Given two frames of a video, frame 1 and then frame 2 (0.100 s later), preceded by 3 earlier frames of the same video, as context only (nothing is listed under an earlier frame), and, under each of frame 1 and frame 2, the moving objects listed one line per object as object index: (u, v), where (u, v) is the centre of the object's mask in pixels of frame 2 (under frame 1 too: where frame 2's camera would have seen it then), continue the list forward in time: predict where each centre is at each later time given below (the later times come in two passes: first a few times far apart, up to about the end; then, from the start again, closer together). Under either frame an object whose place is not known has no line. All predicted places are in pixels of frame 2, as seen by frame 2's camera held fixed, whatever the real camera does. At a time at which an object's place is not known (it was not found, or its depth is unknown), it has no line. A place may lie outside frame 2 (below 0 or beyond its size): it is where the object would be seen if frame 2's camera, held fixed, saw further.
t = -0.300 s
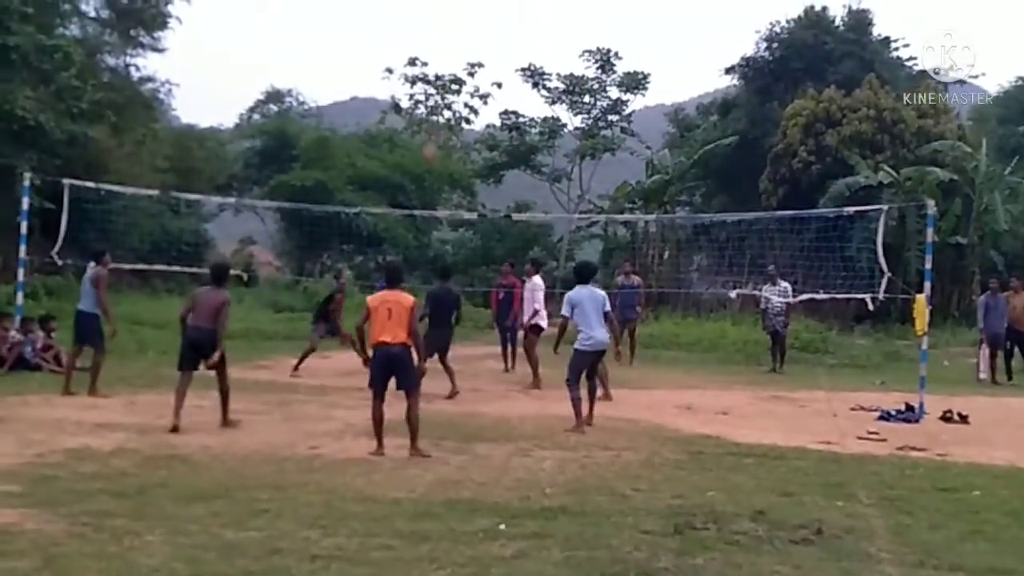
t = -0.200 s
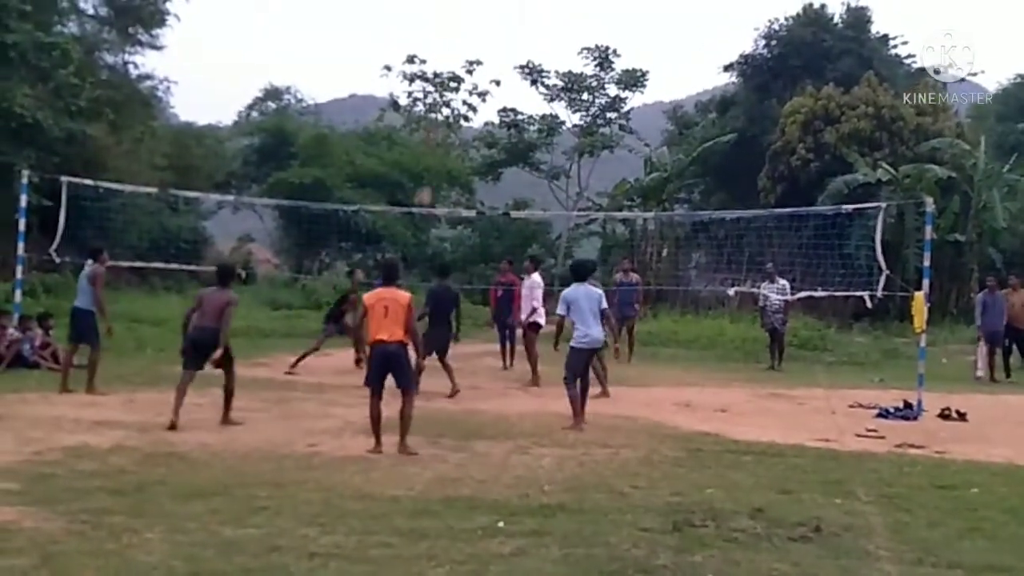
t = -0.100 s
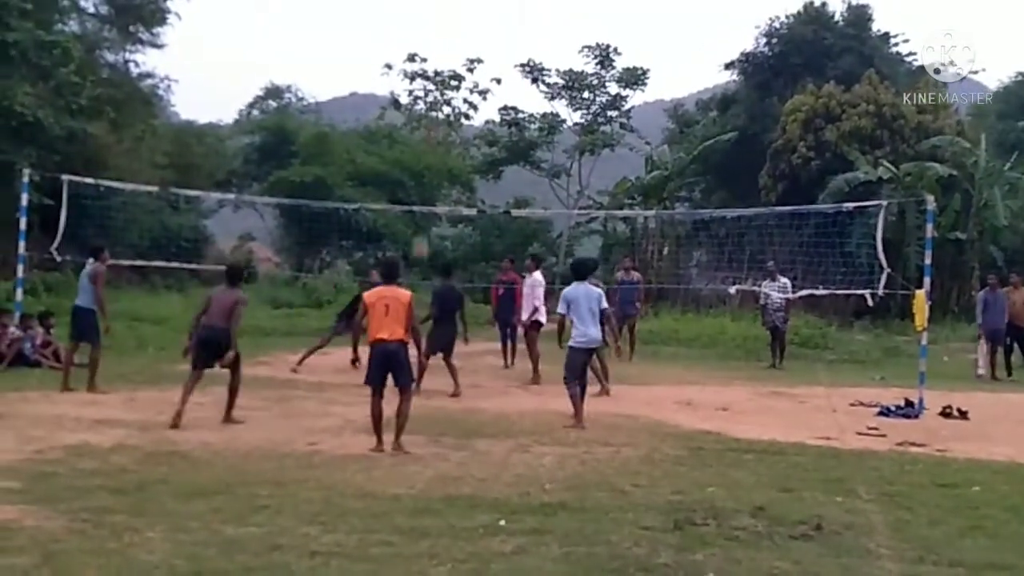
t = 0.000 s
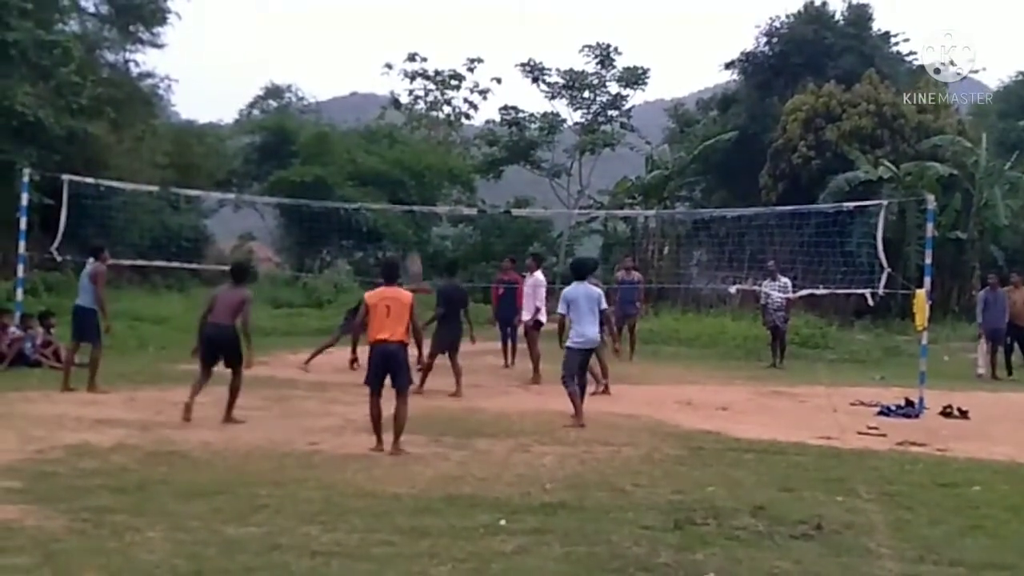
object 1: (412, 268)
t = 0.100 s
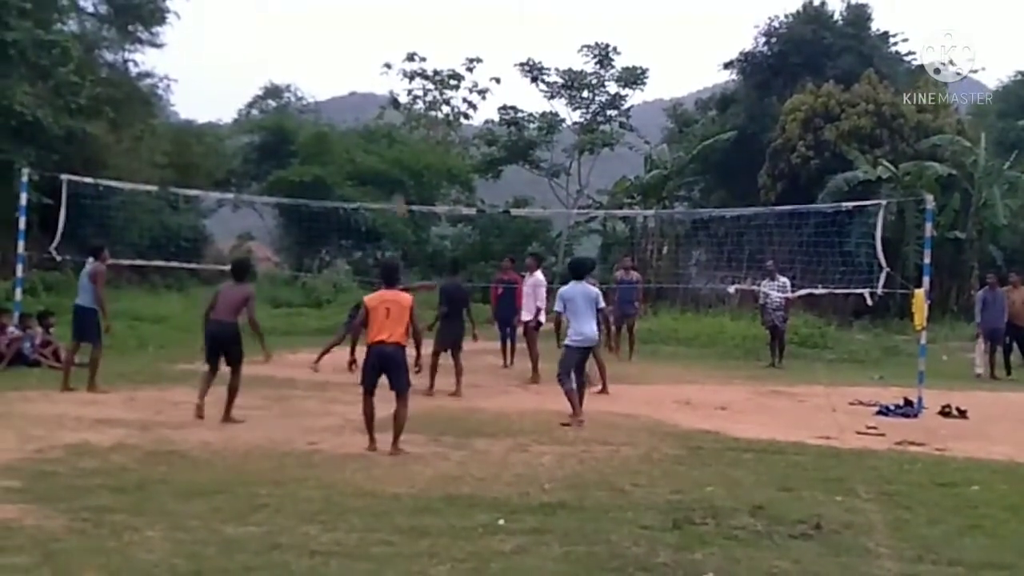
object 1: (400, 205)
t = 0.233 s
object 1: (376, 138)
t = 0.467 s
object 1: (330, 52)
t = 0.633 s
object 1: (294, 12)
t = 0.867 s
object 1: (238, -2)
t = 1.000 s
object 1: (202, 13)
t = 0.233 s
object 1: (376, 138)
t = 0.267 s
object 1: (368, 128)
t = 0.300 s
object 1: (363, 115)
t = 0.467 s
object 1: (330, 52)
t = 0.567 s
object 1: (309, 25)
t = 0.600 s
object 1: (301, 17)
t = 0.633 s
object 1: (294, 12)
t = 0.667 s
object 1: (286, 8)
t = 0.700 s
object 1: (279, 3)
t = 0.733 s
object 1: (271, -1)
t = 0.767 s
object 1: (263, -3)
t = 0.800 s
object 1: (254, -4)
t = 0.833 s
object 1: (246, -4)
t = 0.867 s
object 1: (238, -2)
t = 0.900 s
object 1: (229, -1)
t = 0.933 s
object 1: (220, 2)
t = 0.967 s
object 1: (211, 6)
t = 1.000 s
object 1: (202, 13)
